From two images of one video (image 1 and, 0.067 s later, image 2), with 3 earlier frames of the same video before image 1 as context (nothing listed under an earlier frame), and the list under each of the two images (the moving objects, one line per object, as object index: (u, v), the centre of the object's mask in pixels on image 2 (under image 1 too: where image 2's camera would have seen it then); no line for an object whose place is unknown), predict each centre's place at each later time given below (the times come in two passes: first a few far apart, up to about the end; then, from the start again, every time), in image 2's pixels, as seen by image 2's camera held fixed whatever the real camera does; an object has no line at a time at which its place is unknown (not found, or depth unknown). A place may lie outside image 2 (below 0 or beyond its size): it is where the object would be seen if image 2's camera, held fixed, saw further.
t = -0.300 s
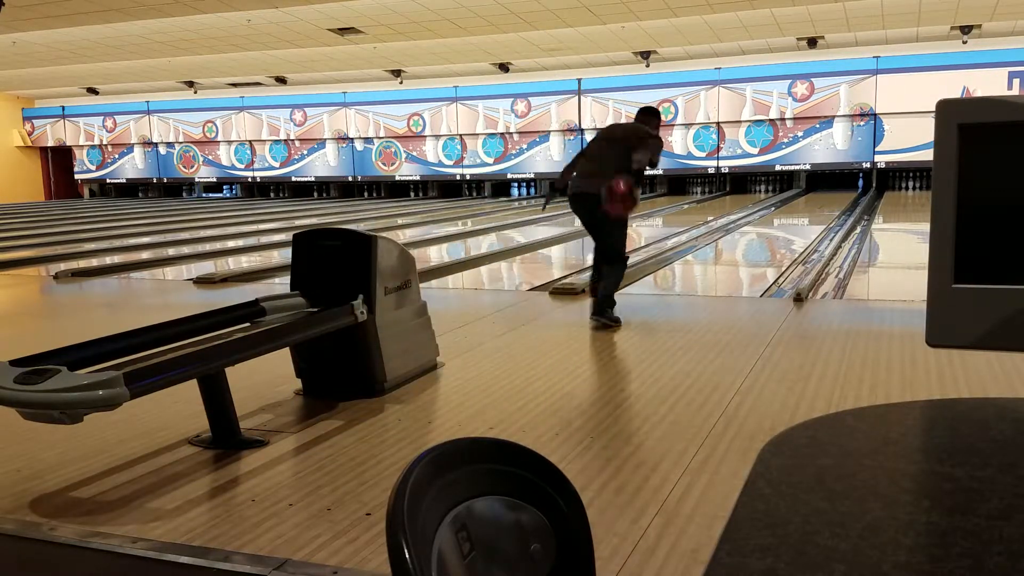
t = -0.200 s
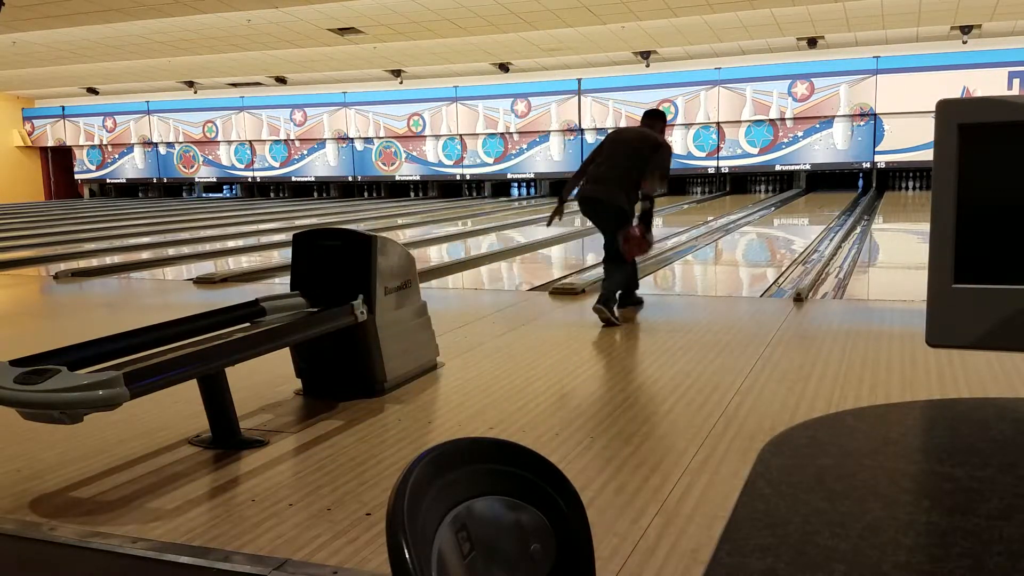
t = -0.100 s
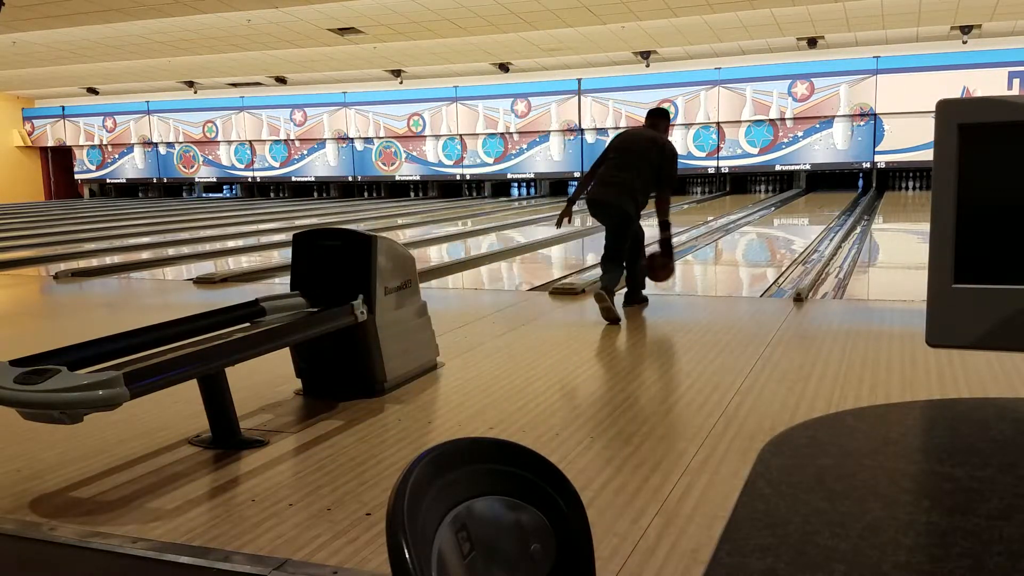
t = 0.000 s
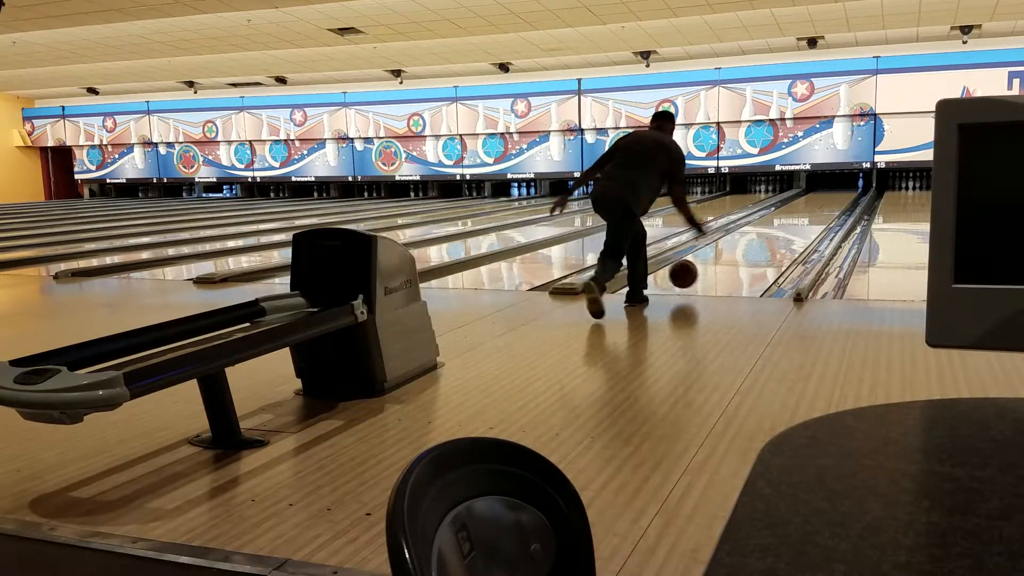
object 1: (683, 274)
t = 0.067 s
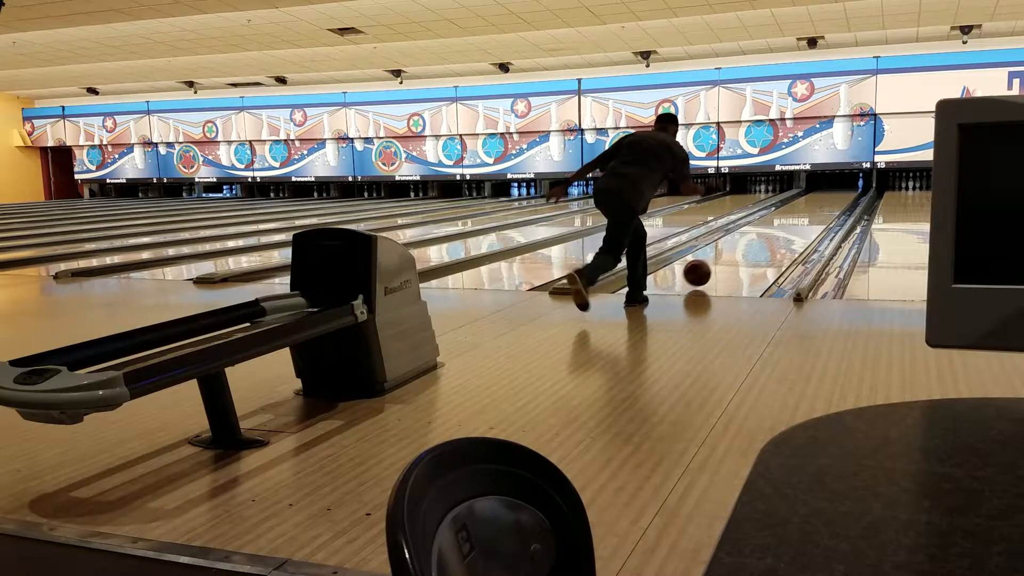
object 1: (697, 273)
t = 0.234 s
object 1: (725, 259)
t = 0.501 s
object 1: (759, 240)
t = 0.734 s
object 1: (780, 229)
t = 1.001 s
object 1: (798, 219)
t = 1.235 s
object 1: (810, 212)
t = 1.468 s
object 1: (820, 205)
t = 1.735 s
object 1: (829, 200)
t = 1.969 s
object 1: (836, 196)
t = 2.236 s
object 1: (841, 192)
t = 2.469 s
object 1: (845, 190)
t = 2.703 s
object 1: (847, 188)
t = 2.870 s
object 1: (847, 186)
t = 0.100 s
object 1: (703, 269)
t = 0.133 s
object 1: (709, 266)
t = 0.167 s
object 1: (715, 265)
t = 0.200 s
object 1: (720, 262)
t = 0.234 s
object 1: (725, 259)
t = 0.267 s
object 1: (730, 256)
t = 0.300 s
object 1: (735, 254)
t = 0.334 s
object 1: (739, 251)
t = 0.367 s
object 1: (744, 249)
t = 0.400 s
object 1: (747, 246)
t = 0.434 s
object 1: (751, 244)
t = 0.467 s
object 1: (755, 242)
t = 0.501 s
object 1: (759, 240)
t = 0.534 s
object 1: (762, 239)
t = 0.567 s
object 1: (765, 237)
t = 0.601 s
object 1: (768, 235)
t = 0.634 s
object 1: (771, 233)
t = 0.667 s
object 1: (774, 232)
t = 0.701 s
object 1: (777, 230)
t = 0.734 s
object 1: (780, 229)
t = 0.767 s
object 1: (782, 227)
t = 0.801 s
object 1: (784, 226)
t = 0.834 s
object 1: (787, 225)
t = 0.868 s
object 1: (789, 223)
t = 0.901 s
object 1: (791, 222)
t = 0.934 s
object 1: (794, 221)
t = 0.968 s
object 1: (796, 220)
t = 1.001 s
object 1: (798, 219)
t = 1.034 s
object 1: (800, 218)
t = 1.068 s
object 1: (801, 216)
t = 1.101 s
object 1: (803, 215)
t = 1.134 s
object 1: (805, 214)
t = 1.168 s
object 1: (807, 214)
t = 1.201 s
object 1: (809, 212)
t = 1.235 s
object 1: (810, 212)
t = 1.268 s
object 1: (812, 211)
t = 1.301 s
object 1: (813, 211)
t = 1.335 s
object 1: (814, 210)
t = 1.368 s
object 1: (816, 209)
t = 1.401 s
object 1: (817, 208)
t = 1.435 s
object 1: (819, 208)
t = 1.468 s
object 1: (820, 205)
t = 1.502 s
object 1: (821, 205)
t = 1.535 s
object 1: (822, 204)
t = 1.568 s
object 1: (824, 204)
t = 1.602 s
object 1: (825, 203)
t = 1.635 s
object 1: (826, 202)
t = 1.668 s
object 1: (827, 202)
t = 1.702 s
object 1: (828, 201)
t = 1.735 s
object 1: (829, 200)
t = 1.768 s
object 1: (830, 200)
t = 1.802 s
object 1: (831, 199)
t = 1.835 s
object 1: (832, 198)
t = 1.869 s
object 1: (833, 198)
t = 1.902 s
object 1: (834, 197)
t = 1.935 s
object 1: (835, 196)
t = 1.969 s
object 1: (836, 196)
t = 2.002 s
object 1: (837, 195)
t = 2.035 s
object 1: (838, 195)
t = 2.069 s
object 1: (838, 194)
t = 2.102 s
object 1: (839, 194)
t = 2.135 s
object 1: (839, 193)
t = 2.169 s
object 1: (840, 193)
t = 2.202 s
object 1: (841, 192)
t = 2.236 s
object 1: (841, 192)
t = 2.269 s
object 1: (842, 192)
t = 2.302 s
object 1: (842, 191)
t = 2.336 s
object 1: (843, 191)
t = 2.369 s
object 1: (843, 191)
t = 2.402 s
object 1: (843, 191)
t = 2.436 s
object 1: (844, 190)
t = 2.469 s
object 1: (845, 190)
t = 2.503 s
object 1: (845, 189)
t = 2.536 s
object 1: (845, 189)
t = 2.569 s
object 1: (846, 189)
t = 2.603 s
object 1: (845, 188)
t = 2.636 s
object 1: (846, 188)
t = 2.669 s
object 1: (846, 188)
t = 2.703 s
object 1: (847, 188)
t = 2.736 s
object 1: (846, 187)
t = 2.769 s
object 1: (847, 187)
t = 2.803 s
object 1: (847, 186)
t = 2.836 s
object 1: (847, 187)
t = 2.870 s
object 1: (847, 186)
